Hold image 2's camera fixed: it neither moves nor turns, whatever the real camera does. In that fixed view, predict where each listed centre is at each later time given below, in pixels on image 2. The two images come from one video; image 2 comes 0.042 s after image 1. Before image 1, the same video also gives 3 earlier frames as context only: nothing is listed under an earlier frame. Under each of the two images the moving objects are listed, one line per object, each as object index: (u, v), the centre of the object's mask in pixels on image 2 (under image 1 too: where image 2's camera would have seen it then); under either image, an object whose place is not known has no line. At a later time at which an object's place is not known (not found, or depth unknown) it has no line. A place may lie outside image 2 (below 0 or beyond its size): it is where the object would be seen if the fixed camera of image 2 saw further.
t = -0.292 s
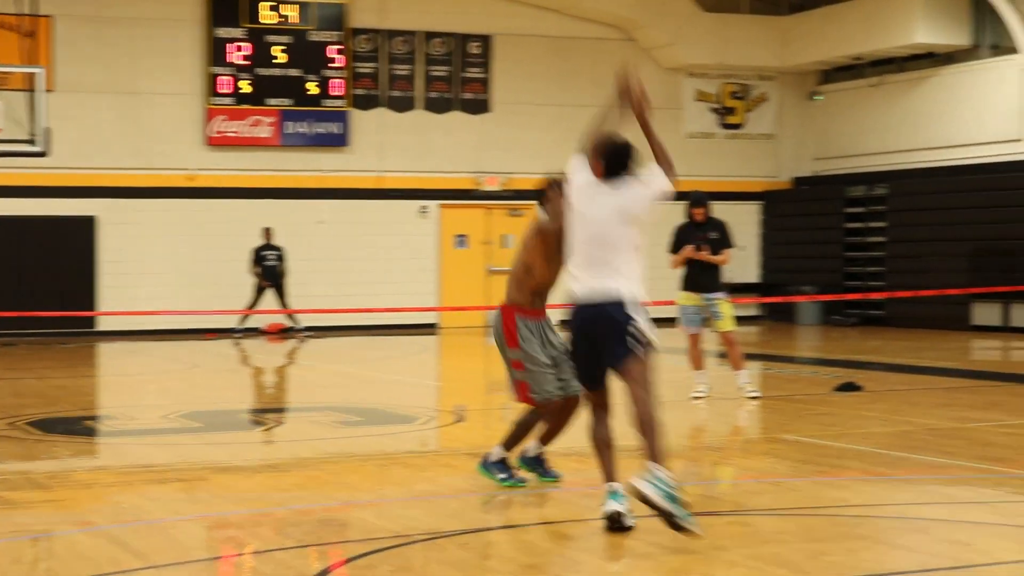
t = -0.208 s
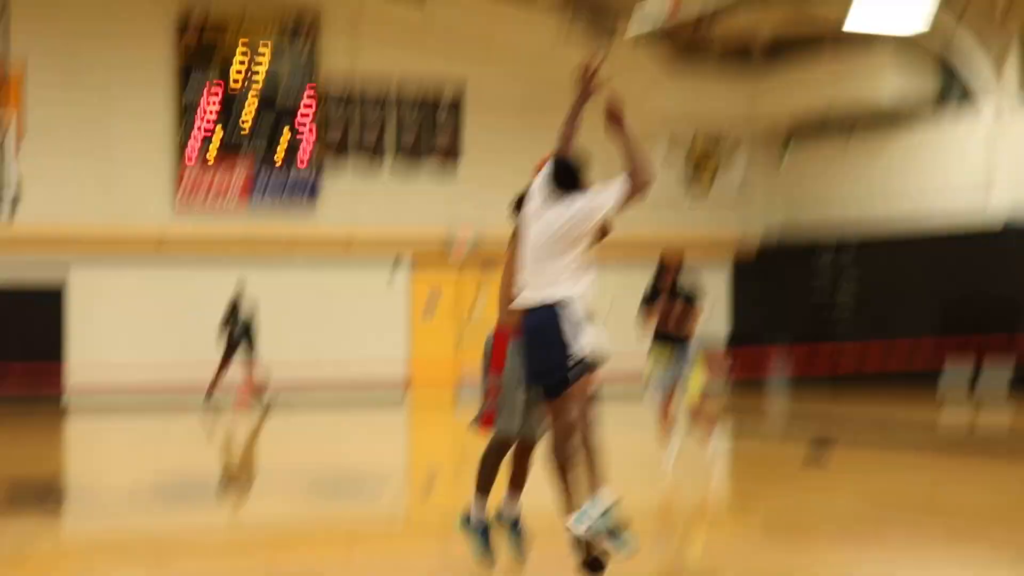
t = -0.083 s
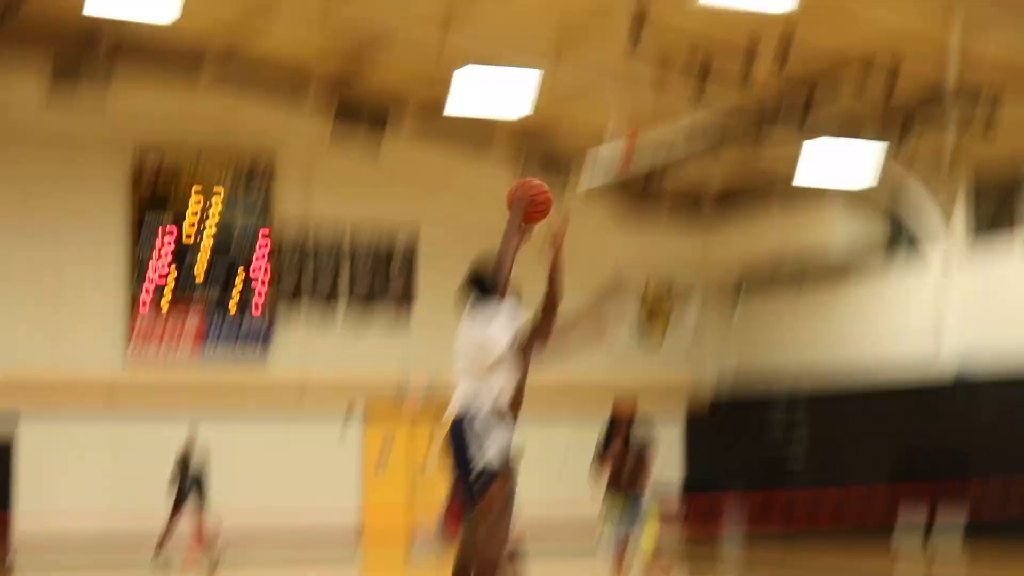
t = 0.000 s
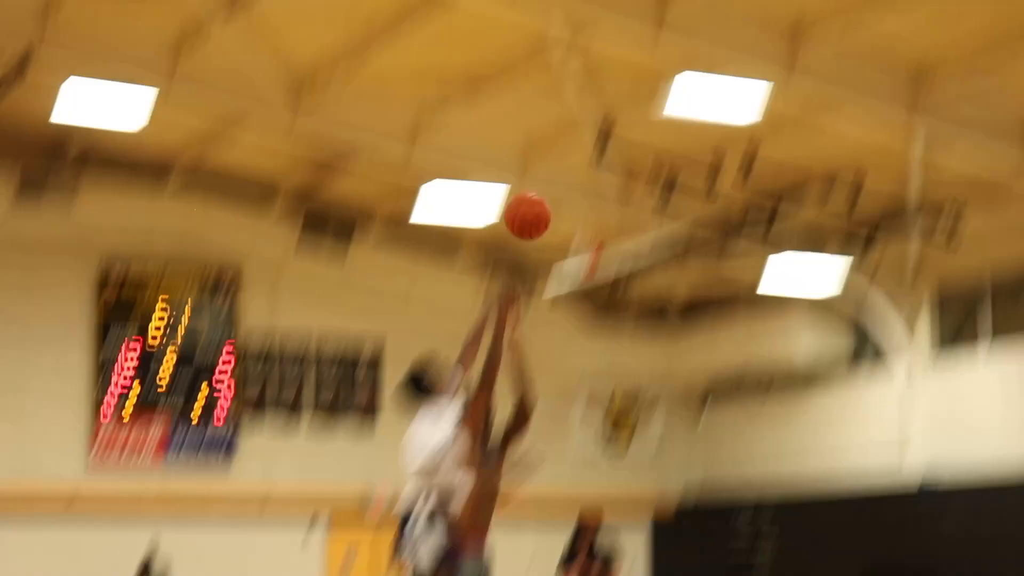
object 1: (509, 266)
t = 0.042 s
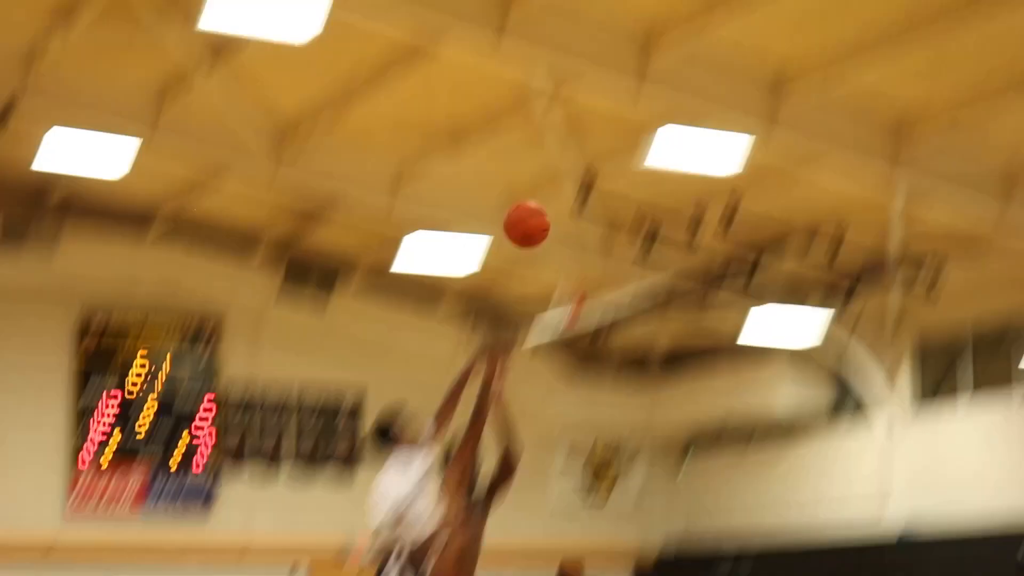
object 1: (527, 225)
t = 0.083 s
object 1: (543, 186)
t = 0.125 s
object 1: (561, 150)
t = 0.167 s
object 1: (579, 117)
